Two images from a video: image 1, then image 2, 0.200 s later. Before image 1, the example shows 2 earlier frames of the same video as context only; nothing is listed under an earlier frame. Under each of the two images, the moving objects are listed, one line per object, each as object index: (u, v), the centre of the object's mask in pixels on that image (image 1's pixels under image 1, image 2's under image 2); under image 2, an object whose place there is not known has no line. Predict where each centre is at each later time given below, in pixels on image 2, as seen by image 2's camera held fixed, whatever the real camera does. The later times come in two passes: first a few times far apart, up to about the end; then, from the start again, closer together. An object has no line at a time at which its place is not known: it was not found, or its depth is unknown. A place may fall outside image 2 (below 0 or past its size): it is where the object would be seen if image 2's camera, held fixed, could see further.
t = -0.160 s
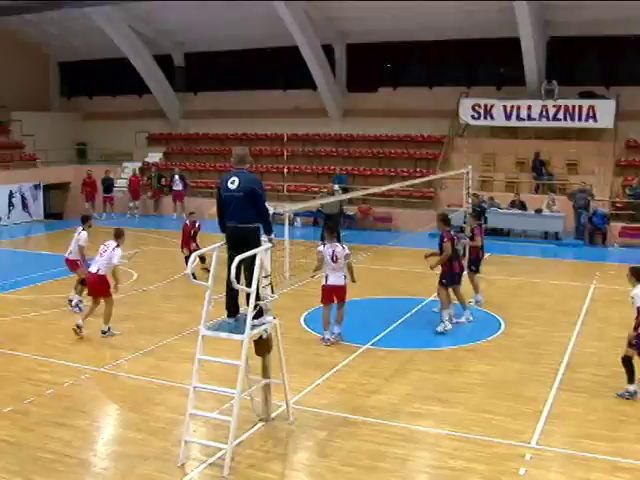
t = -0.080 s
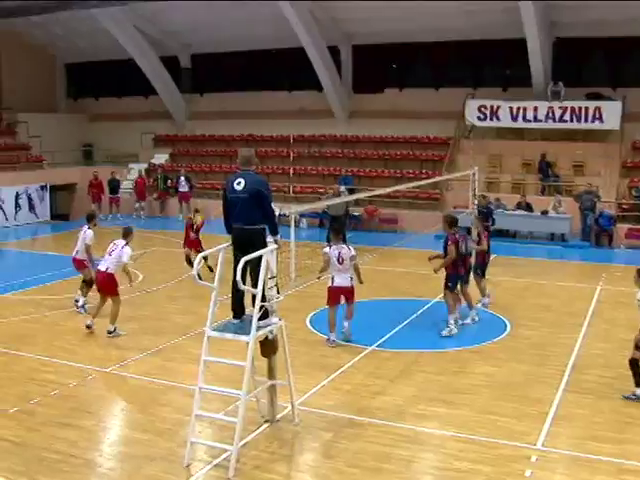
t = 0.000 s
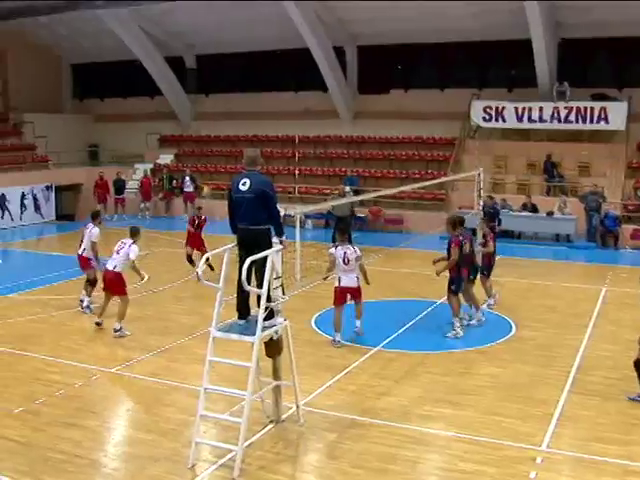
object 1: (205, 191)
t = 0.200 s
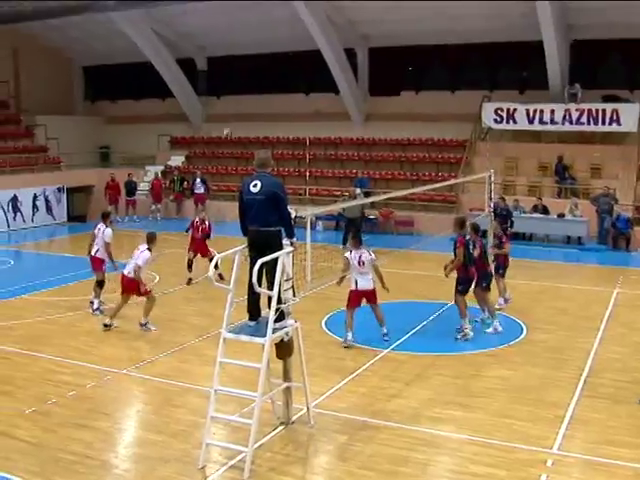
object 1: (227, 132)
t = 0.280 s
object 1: (231, 113)
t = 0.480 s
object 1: (241, 76)
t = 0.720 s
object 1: (252, 57)
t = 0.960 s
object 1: (268, 64)
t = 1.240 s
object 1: (285, 109)
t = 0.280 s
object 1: (231, 113)
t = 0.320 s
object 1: (233, 103)
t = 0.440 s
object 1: (239, 82)
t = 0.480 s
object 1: (241, 76)
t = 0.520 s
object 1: (244, 71)
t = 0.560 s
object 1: (246, 67)
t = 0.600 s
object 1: (247, 63)
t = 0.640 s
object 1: (250, 60)
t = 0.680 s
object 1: (252, 57)
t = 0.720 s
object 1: (252, 57)
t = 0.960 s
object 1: (268, 64)
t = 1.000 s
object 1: (271, 68)
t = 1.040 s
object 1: (273, 73)
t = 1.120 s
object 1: (278, 81)
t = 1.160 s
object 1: (282, 89)
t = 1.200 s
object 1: (283, 98)
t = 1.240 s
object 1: (285, 109)
